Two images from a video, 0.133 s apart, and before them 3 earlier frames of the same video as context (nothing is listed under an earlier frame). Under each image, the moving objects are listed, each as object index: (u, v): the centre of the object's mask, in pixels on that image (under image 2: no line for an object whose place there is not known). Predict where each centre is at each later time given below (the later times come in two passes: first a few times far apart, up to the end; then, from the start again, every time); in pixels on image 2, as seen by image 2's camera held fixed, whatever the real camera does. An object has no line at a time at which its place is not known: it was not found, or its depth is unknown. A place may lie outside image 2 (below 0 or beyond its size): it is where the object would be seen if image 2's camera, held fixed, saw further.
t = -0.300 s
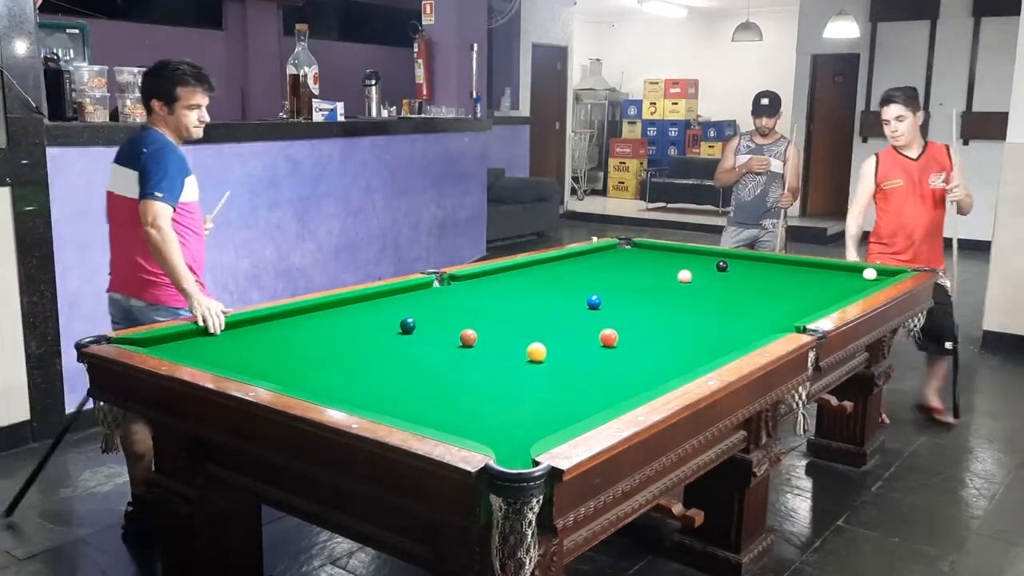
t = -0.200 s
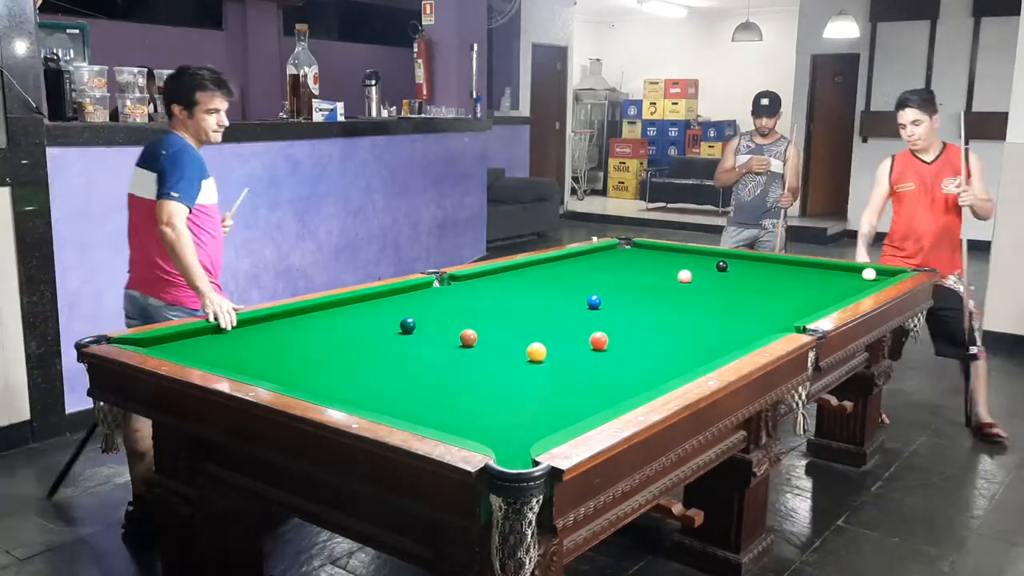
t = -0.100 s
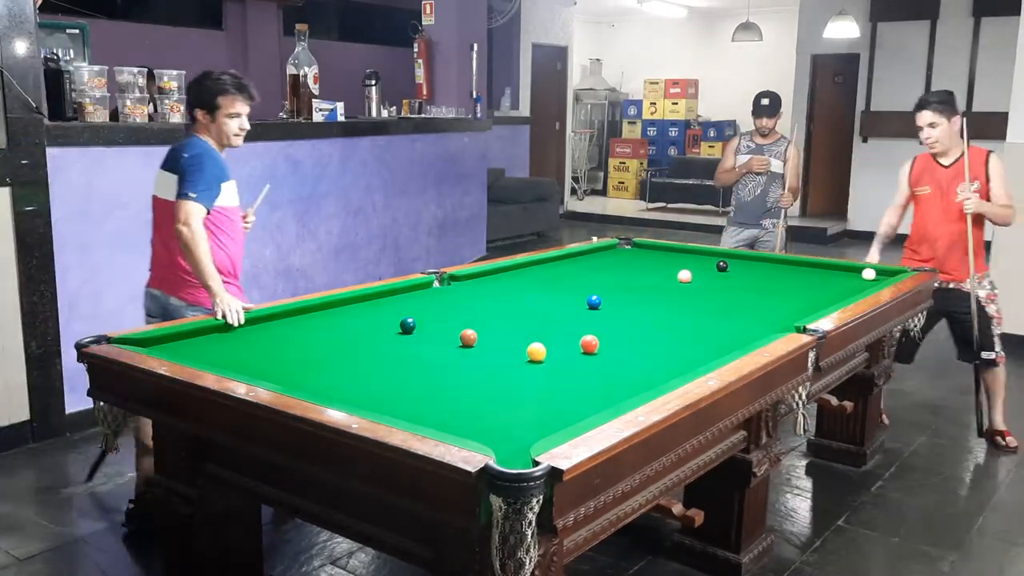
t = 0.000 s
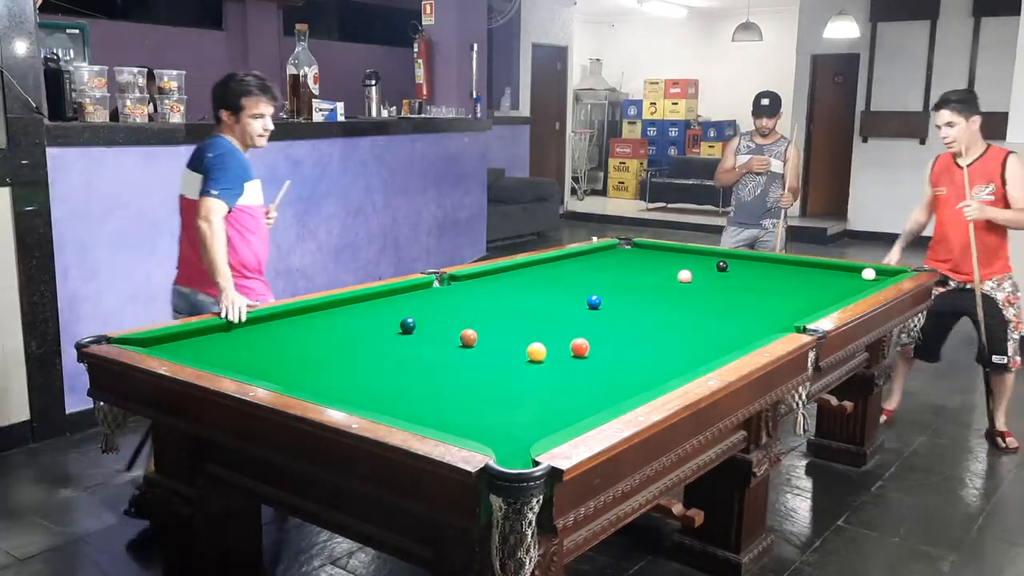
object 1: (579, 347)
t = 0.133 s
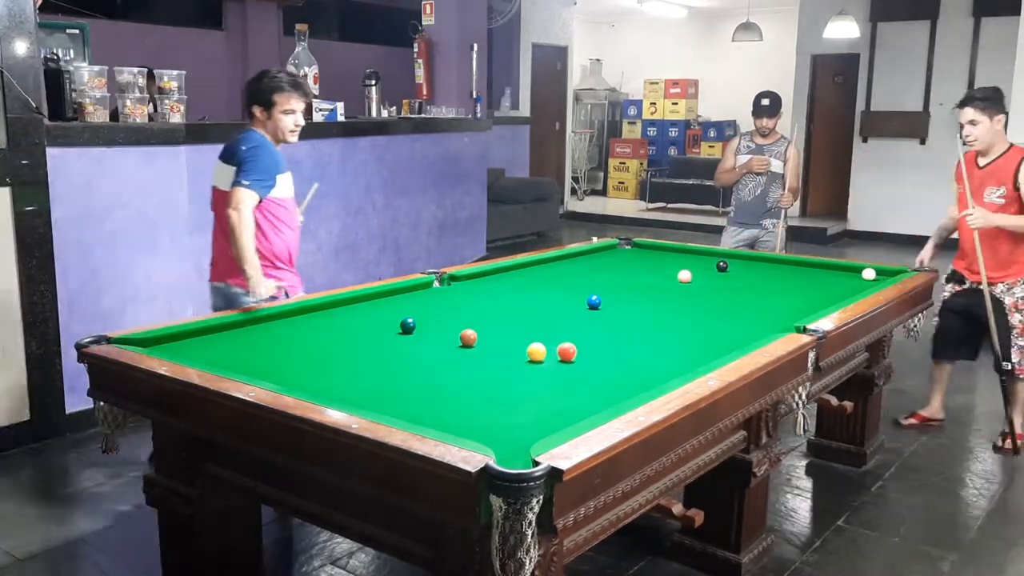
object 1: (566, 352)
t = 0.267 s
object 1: (554, 356)
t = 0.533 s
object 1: (528, 365)
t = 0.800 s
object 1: (503, 373)
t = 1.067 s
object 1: (477, 382)
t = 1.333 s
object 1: (454, 390)
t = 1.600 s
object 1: (431, 397)
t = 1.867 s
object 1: (409, 404)
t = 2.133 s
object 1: (391, 408)
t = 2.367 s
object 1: (383, 409)
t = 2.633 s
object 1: (391, 408)
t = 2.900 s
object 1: (398, 408)
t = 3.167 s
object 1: (402, 407)
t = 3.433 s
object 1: (405, 406)
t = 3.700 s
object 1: (404, 406)
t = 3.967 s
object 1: (404, 406)
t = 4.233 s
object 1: (404, 406)
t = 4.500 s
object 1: (404, 406)
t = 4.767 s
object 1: (404, 406)
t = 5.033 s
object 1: (404, 406)
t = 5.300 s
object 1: (404, 406)
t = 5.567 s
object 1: (404, 406)
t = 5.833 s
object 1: (404, 406)
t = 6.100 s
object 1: (404, 406)
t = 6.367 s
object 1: (404, 406)
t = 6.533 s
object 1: (404, 406)
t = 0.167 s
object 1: (563, 353)
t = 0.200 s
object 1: (560, 354)
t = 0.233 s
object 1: (557, 355)
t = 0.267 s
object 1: (554, 356)
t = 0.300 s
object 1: (551, 357)
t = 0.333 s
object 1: (548, 359)
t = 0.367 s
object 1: (545, 359)
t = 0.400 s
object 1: (541, 361)
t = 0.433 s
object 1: (538, 362)
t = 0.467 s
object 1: (534, 363)
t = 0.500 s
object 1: (531, 364)
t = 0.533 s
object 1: (528, 365)
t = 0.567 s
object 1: (525, 366)
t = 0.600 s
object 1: (522, 367)
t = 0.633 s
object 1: (518, 368)
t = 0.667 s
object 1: (515, 369)
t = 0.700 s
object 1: (512, 370)
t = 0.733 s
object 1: (509, 371)
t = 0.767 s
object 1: (506, 372)
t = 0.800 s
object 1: (503, 373)
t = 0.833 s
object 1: (500, 374)
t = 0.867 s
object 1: (497, 375)
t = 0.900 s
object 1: (494, 376)
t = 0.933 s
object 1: (491, 377)
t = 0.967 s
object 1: (487, 378)
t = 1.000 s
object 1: (483, 380)
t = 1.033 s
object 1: (480, 381)
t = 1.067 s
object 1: (477, 382)
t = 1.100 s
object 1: (474, 383)
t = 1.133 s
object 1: (471, 384)
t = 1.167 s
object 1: (469, 385)
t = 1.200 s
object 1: (466, 386)
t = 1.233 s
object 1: (463, 387)
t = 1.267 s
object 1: (460, 387)
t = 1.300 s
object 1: (457, 389)
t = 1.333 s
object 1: (454, 390)
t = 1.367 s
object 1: (451, 391)
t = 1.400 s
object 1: (448, 391)
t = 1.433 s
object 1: (445, 392)
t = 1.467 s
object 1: (442, 393)
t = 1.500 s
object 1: (439, 394)
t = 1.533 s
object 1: (436, 395)
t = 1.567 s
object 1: (433, 396)
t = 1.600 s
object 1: (431, 397)
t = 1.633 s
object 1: (428, 398)
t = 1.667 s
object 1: (425, 399)
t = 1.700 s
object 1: (422, 400)
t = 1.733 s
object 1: (419, 401)
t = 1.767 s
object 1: (417, 401)
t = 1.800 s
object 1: (414, 402)
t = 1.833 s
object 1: (411, 403)
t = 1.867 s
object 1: (409, 404)
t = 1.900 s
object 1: (406, 405)
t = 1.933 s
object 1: (404, 405)
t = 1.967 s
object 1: (401, 406)
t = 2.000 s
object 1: (399, 407)
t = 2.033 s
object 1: (397, 407)
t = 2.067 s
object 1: (395, 408)
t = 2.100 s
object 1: (393, 408)
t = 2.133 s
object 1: (391, 408)
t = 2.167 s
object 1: (388, 408)
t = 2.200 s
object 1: (387, 408)
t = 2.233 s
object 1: (385, 409)
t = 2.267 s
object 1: (383, 409)
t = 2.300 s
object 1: (381, 409)
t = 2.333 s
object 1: (382, 409)
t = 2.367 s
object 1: (383, 409)
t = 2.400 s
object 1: (384, 409)
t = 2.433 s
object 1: (386, 409)
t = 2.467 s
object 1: (387, 409)
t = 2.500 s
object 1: (388, 408)
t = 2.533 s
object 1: (389, 408)
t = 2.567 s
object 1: (390, 408)
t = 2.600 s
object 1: (390, 408)
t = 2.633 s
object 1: (391, 408)
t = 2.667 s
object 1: (393, 408)
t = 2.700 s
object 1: (393, 408)
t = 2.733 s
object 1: (394, 408)
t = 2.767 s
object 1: (395, 408)
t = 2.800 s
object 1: (396, 408)
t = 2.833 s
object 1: (397, 408)
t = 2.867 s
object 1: (398, 408)
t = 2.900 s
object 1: (398, 408)
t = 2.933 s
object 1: (398, 408)
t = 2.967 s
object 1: (398, 408)
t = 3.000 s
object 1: (399, 408)
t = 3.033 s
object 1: (399, 408)
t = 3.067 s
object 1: (400, 408)
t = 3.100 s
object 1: (401, 407)
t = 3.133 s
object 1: (402, 407)
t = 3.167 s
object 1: (402, 407)
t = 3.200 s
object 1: (403, 406)
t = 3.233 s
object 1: (403, 406)
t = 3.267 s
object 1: (404, 406)
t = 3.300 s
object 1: (404, 406)
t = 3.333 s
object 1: (404, 406)
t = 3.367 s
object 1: (404, 406)
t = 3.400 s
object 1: (404, 406)
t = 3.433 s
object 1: (405, 406)
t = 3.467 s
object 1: (404, 406)
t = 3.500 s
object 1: (404, 406)
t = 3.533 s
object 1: (405, 406)
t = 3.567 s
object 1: (404, 406)
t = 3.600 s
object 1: (404, 406)
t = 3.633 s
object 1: (404, 406)
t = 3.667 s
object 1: (404, 406)
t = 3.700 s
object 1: (404, 406)
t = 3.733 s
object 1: (404, 406)
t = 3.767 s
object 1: (404, 406)
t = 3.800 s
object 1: (404, 406)
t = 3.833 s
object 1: (404, 406)
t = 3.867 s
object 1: (404, 406)
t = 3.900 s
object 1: (404, 406)
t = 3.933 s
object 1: (404, 406)
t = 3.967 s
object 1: (404, 406)
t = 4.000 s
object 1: (404, 406)
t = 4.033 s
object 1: (404, 406)
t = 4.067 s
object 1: (404, 406)
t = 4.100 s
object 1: (404, 406)
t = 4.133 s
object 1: (404, 406)
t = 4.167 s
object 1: (404, 406)
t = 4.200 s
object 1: (404, 406)
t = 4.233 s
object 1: (404, 406)
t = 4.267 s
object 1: (404, 406)
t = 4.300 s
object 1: (404, 406)
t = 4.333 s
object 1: (404, 406)
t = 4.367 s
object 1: (404, 406)
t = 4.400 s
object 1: (404, 406)
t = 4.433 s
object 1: (404, 406)
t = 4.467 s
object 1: (404, 406)
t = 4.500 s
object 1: (404, 406)
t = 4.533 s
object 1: (404, 406)
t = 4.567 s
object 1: (404, 406)
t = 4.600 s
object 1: (404, 406)
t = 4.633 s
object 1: (404, 406)
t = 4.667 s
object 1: (404, 406)
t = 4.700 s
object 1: (404, 406)
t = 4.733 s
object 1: (404, 406)
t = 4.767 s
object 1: (404, 406)
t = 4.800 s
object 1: (404, 406)
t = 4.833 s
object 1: (404, 406)
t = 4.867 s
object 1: (404, 406)
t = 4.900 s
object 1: (404, 406)
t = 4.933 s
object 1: (404, 406)
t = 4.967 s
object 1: (404, 406)
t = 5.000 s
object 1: (404, 406)
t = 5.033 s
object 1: (404, 406)
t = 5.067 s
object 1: (404, 406)
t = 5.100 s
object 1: (404, 406)
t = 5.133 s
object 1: (404, 406)
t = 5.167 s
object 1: (404, 406)
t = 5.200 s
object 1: (404, 406)
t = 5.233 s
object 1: (404, 406)
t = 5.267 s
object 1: (404, 406)
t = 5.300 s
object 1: (404, 406)
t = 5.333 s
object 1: (404, 406)
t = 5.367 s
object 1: (404, 406)
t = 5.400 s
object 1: (404, 406)
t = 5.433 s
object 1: (404, 406)
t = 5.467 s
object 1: (404, 406)
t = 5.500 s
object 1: (404, 406)
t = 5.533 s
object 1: (404, 406)
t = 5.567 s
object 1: (404, 406)
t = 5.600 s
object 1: (404, 406)
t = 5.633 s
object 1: (404, 406)
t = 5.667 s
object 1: (404, 406)
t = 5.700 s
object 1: (404, 406)
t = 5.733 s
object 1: (404, 406)
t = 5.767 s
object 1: (404, 406)
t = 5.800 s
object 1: (404, 406)
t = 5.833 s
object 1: (404, 406)
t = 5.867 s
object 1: (404, 406)
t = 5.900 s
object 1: (404, 406)
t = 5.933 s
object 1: (404, 406)
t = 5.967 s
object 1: (404, 406)
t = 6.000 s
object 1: (404, 406)
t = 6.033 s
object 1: (404, 406)
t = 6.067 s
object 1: (404, 406)
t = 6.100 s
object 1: (404, 406)
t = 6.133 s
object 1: (404, 406)
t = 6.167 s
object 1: (404, 406)
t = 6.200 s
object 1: (404, 406)
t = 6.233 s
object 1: (404, 406)
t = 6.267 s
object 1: (404, 406)
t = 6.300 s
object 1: (404, 406)
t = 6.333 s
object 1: (404, 406)
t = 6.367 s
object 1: (404, 406)
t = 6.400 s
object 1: (404, 406)
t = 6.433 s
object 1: (404, 406)
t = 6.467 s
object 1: (404, 406)
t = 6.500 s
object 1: (404, 406)
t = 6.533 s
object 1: (404, 406)
